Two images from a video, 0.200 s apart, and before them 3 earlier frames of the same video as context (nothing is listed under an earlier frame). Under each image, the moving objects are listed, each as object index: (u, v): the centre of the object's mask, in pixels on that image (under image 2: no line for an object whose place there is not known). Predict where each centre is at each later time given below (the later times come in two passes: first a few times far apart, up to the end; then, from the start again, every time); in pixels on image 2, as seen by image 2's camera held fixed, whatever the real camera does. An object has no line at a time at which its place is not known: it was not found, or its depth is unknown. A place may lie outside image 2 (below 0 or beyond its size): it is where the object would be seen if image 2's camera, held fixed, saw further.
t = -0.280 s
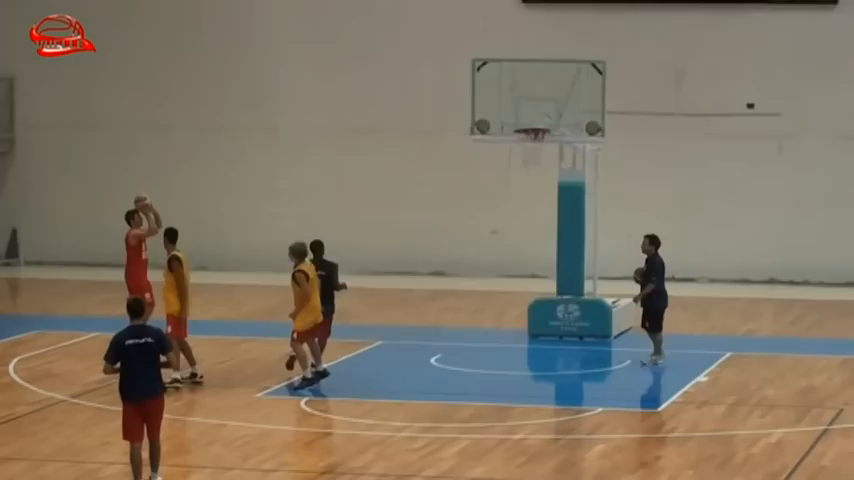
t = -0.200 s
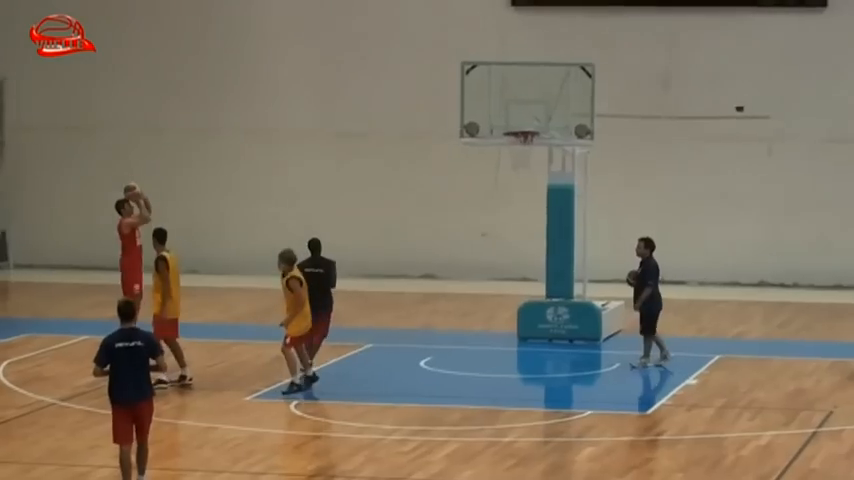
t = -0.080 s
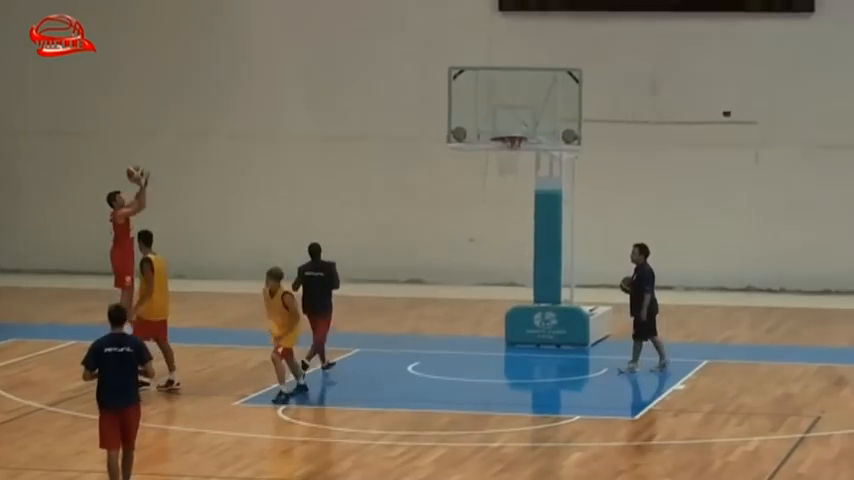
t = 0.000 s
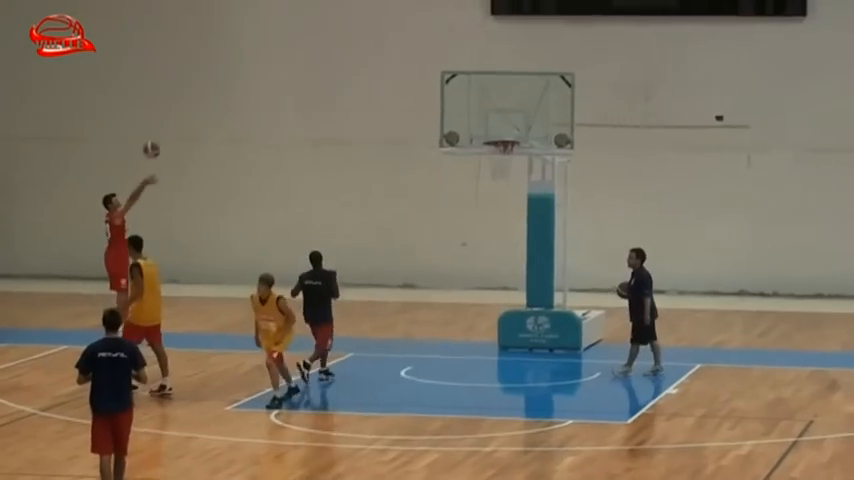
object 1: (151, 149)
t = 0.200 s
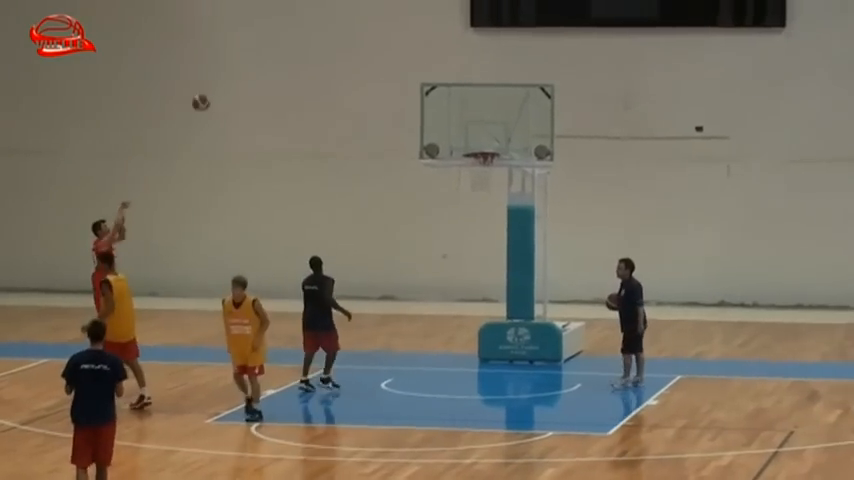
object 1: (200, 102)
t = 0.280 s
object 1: (228, 86)
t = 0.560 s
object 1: (326, 65)
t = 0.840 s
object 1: (423, 100)
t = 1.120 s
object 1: (471, 168)
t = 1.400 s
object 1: (473, 202)
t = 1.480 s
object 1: (476, 219)
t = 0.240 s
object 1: (214, 94)
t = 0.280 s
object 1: (228, 86)
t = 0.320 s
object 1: (243, 80)
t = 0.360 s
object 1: (257, 75)
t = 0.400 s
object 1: (270, 71)
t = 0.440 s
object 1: (285, 67)
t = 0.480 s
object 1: (299, 66)
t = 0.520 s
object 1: (312, 64)
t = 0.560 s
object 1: (326, 65)
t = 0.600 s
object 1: (340, 66)
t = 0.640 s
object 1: (354, 69)
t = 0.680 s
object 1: (368, 73)
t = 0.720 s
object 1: (381, 78)
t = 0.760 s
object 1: (395, 84)
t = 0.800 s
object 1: (409, 91)
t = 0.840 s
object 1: (423, 100)
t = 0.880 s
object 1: (438, 109)
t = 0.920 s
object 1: (451, 120)
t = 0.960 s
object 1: (466, 132)
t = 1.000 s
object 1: (480, 145)
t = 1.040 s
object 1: (486, 156)
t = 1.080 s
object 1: (475, 163)
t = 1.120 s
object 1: (471, 168)
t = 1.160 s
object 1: (470, 172)
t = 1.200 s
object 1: (469, 176)
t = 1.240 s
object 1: (469, 181)
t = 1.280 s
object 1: (470, 184)
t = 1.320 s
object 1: (470, 190)
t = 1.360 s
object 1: (472, 195)
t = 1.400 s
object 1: (473, 202)
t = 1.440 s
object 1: (475, 210)
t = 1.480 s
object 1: (476, 219)
